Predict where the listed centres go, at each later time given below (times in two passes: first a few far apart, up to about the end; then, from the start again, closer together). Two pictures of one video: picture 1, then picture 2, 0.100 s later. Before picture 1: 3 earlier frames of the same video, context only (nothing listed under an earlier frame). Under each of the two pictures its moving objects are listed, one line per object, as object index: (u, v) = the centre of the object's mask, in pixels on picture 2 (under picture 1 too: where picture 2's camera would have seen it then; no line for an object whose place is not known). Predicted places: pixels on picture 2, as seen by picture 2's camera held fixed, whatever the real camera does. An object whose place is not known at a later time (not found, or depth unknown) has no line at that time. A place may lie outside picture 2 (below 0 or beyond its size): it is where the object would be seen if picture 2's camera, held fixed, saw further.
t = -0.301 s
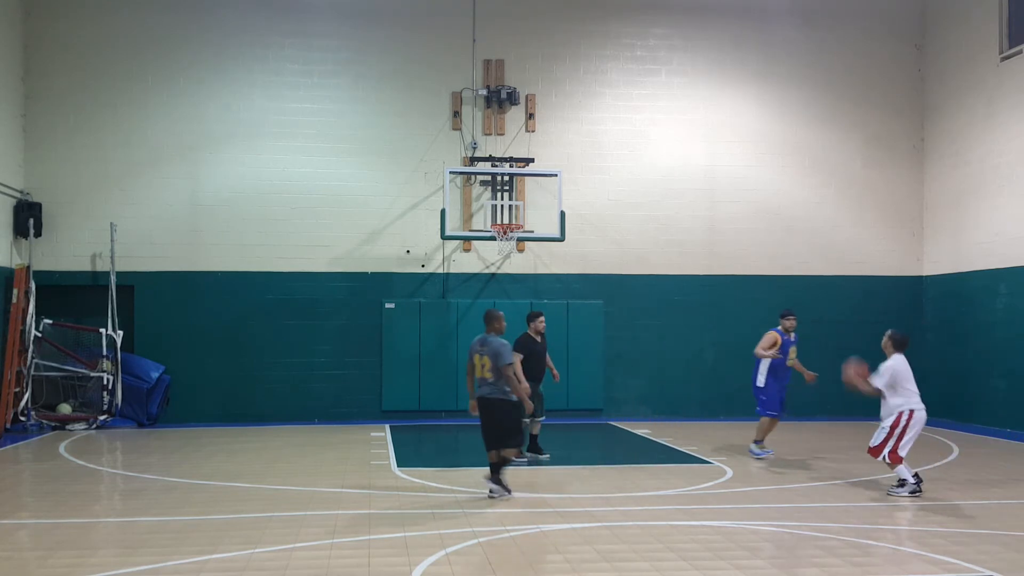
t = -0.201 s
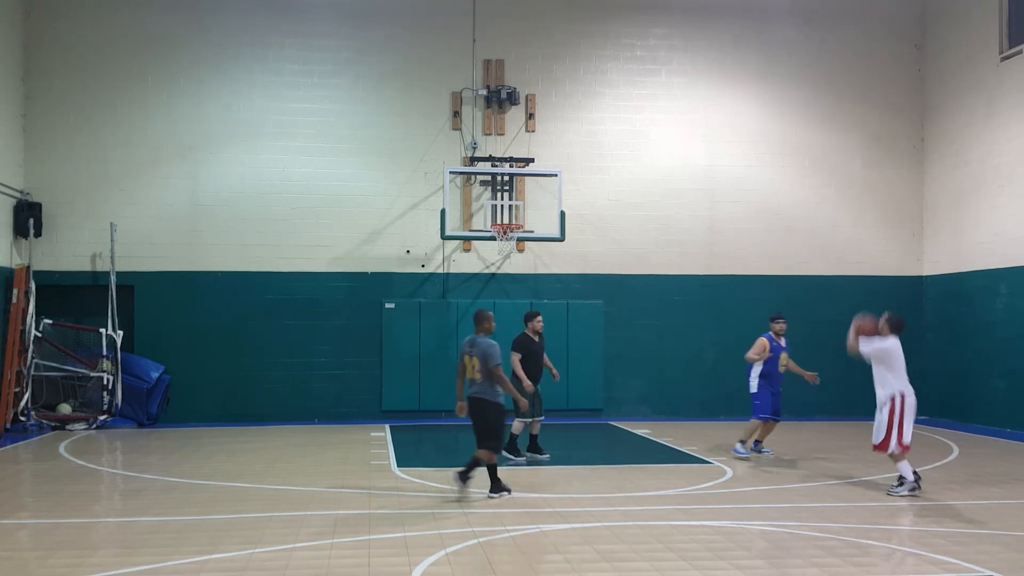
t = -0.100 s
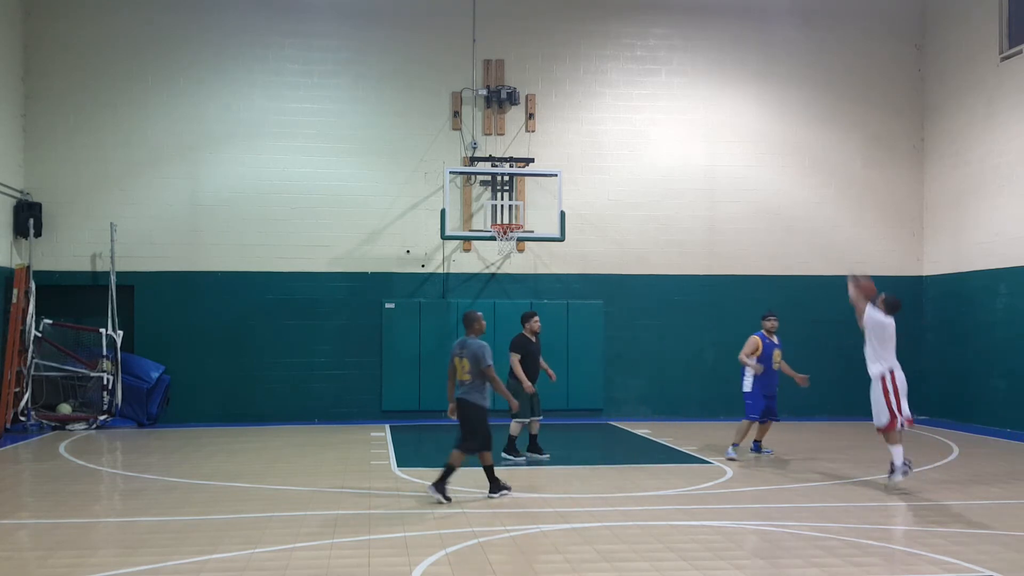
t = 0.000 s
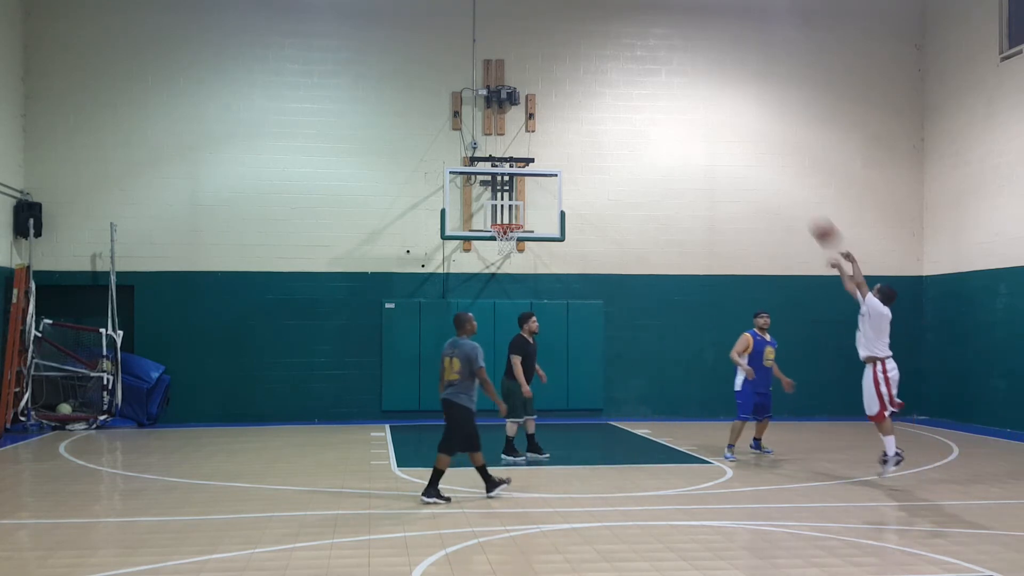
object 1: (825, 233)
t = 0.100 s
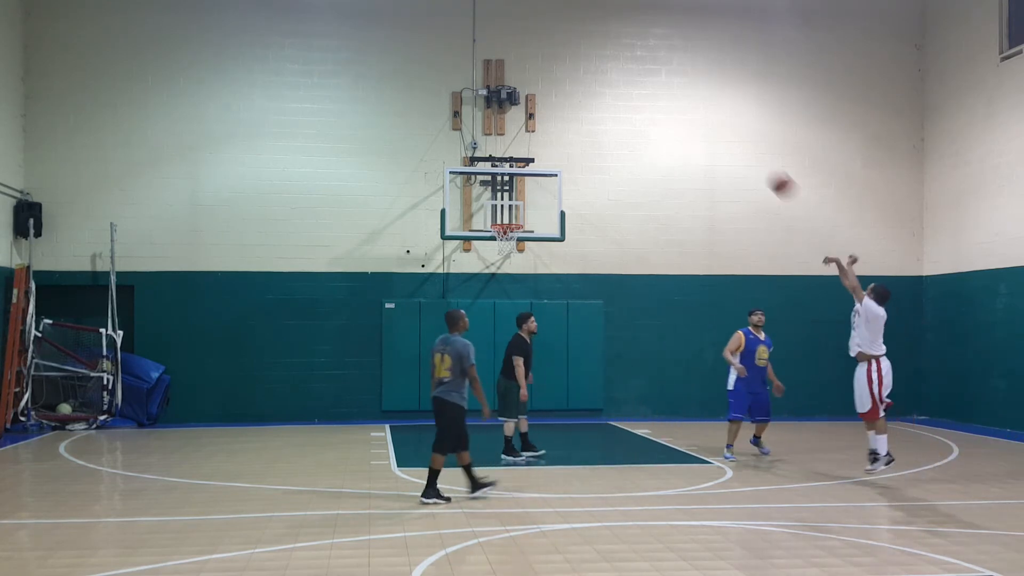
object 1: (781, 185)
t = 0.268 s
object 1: (716, 131)
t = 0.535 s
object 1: (632, 106)
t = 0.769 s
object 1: (573, 128)
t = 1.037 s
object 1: (517, 193)
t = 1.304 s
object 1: (533, 179)
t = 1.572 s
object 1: (585, 149)
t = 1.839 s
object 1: (645, 169)
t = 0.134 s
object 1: (768, 172)
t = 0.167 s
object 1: (754, 159)
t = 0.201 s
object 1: (741, 149)
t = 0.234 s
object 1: (729, 139)
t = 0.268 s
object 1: (716, 131)
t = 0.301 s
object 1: (705, 124)
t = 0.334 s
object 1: (694, 118)
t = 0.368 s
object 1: (684, 114)
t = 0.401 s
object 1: (672, 110)
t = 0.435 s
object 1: (662, 108)
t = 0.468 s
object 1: (653, 106)
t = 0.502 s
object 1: (642, 106)
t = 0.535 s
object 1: (632, 106)
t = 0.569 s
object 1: (623, 107)
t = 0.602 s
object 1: (614, 108)
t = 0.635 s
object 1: (606, 111)
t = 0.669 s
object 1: (597, 114)
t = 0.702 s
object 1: (589, 118)
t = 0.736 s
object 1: (581, 123)
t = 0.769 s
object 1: (573, 128)
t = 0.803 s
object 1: (565, 134)
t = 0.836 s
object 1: (558, 140)
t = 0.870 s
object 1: (551, 147)
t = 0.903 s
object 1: (544, 155)
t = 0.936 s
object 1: (537, 163)
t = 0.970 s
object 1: (529, 173)
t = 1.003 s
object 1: (525, 182)
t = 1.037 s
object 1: (517, 193)
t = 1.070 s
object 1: (510, 203)
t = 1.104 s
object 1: (504, 214)
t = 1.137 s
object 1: (502, 219)
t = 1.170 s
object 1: (508, 210)
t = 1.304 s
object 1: (533, 179)
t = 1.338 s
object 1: (539, 172)
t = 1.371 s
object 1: (545, 166)
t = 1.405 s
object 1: (551, 162)
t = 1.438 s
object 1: (558, 158)
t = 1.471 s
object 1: (564, 154)
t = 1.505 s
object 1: (571, 152)
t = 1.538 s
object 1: (578, 150)
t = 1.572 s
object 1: (585, 149)
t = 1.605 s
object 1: (592, 148)
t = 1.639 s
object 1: (599, 149)
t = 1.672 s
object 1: (606, 150)
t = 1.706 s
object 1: (614, 152)
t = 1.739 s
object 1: (621, 155)
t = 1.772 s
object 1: (629, 159)
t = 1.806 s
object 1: (637, 163)
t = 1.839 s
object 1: (645, 169)
